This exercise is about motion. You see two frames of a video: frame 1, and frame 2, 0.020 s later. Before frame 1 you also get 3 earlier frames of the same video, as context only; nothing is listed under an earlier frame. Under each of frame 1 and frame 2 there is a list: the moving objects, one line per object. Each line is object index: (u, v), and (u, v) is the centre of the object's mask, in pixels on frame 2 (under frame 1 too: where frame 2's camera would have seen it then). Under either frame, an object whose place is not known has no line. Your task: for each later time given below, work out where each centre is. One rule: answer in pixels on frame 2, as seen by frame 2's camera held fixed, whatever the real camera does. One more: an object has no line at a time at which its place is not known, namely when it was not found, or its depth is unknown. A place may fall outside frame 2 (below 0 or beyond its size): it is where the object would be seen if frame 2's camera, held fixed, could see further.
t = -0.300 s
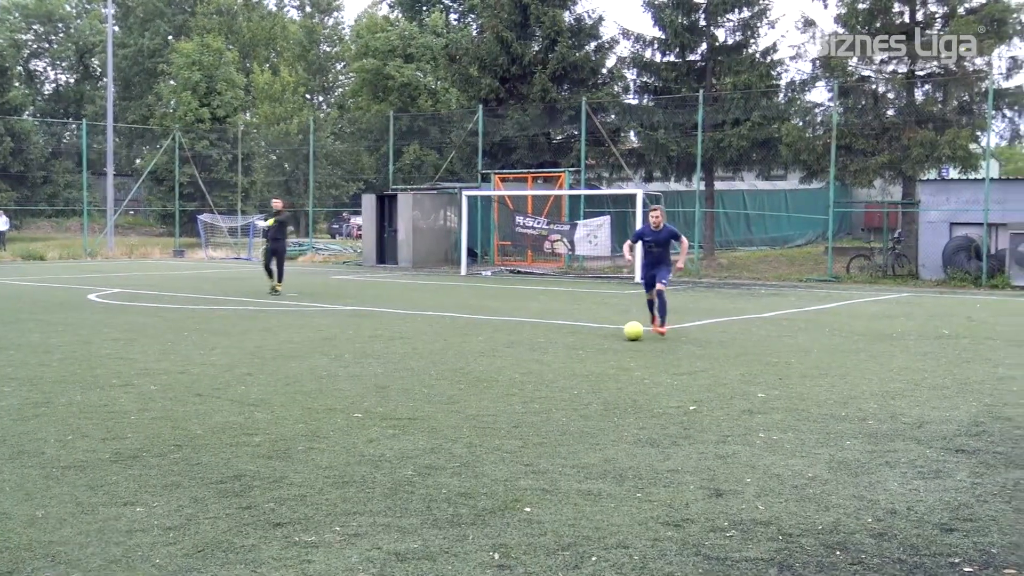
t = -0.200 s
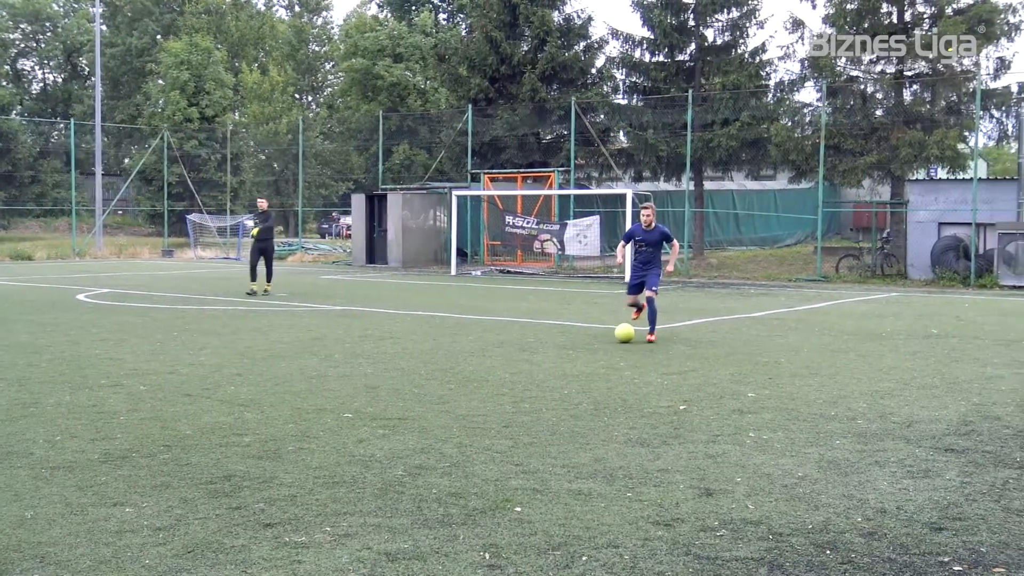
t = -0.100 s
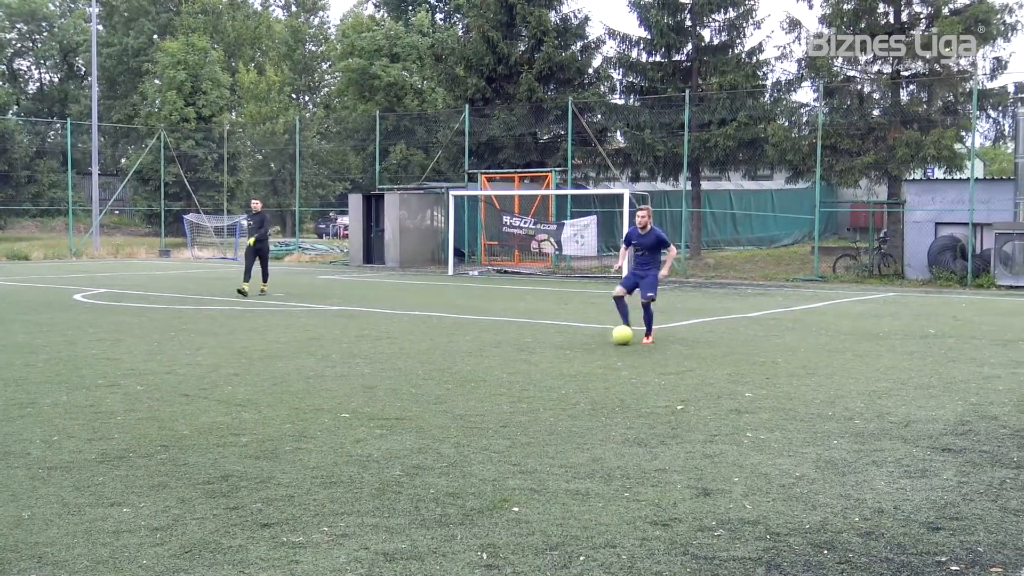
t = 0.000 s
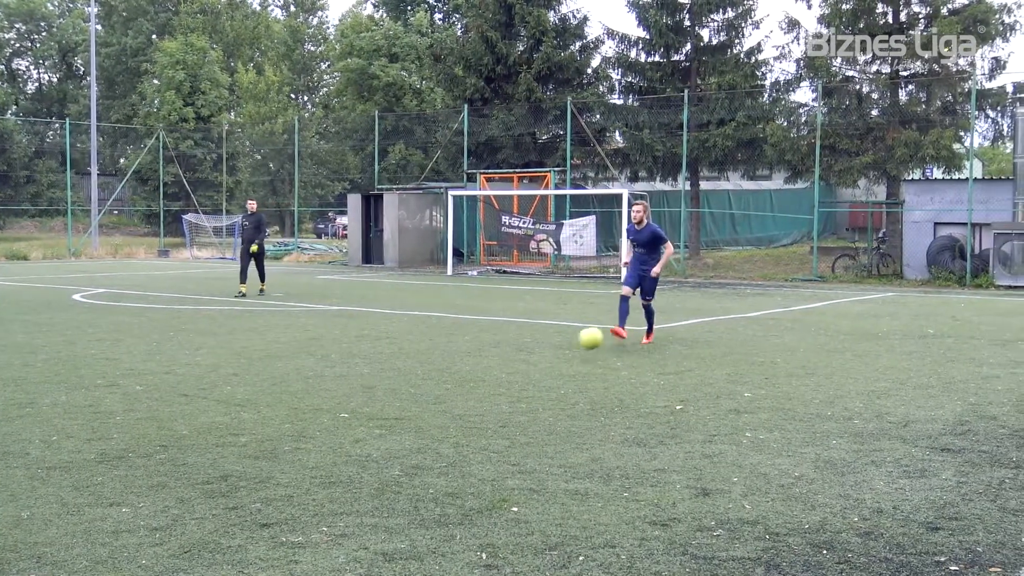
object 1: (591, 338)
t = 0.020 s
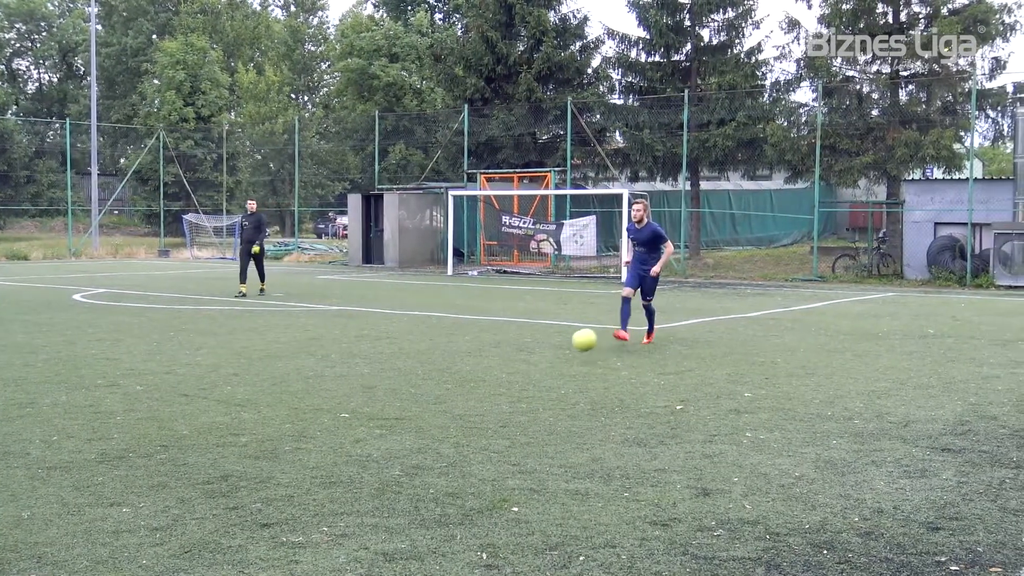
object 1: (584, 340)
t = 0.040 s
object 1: (578, 342)
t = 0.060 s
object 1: (570, 345)
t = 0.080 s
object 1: (563, 349)
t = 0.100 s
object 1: (556, 353)
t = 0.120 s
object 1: (548, 358)
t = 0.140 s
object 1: (539, 364)
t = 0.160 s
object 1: (530, 372)
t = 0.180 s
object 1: (521, 379)
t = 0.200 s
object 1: (513, 382)
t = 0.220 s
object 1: (506, 380)
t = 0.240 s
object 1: (498, 380)
